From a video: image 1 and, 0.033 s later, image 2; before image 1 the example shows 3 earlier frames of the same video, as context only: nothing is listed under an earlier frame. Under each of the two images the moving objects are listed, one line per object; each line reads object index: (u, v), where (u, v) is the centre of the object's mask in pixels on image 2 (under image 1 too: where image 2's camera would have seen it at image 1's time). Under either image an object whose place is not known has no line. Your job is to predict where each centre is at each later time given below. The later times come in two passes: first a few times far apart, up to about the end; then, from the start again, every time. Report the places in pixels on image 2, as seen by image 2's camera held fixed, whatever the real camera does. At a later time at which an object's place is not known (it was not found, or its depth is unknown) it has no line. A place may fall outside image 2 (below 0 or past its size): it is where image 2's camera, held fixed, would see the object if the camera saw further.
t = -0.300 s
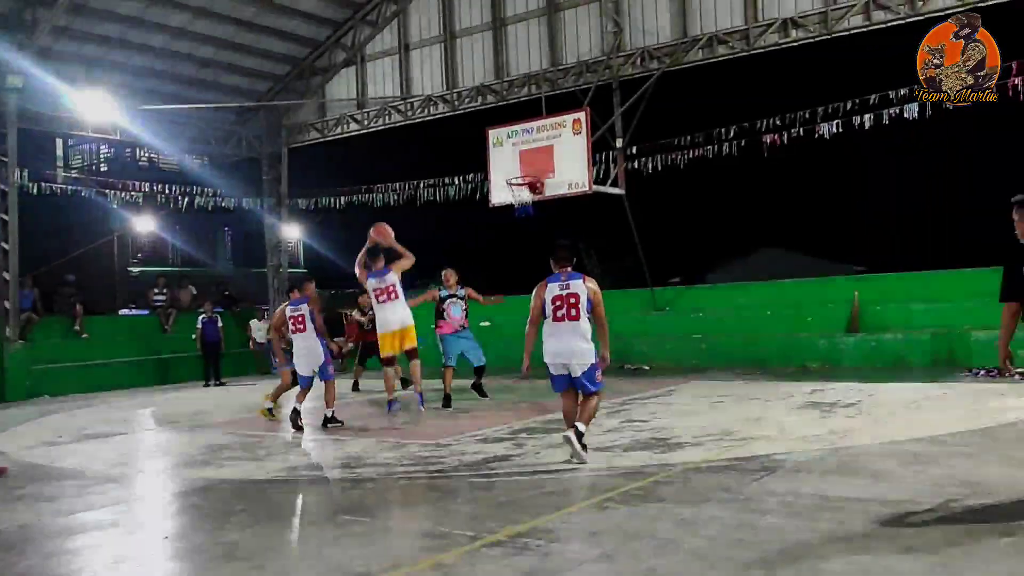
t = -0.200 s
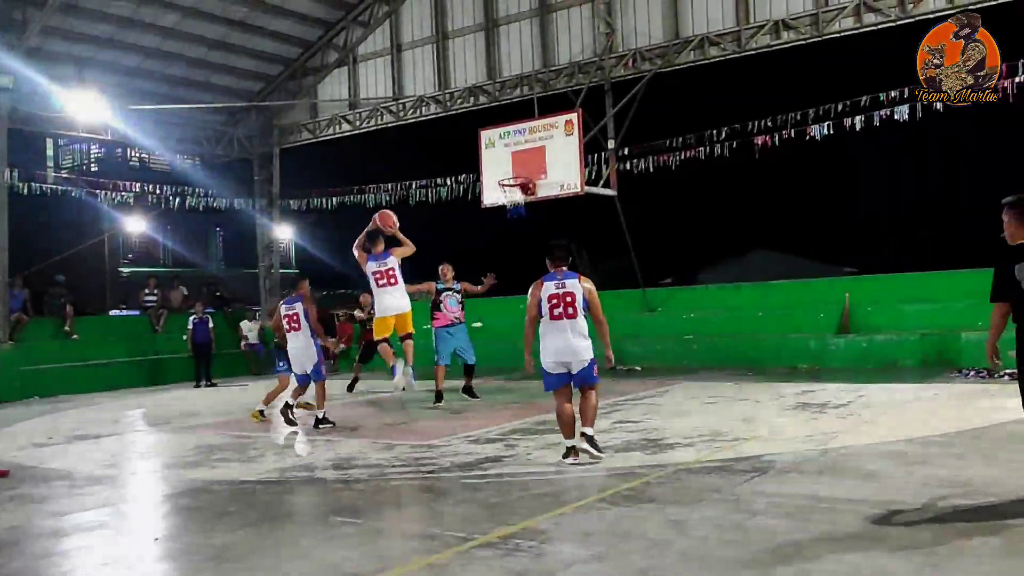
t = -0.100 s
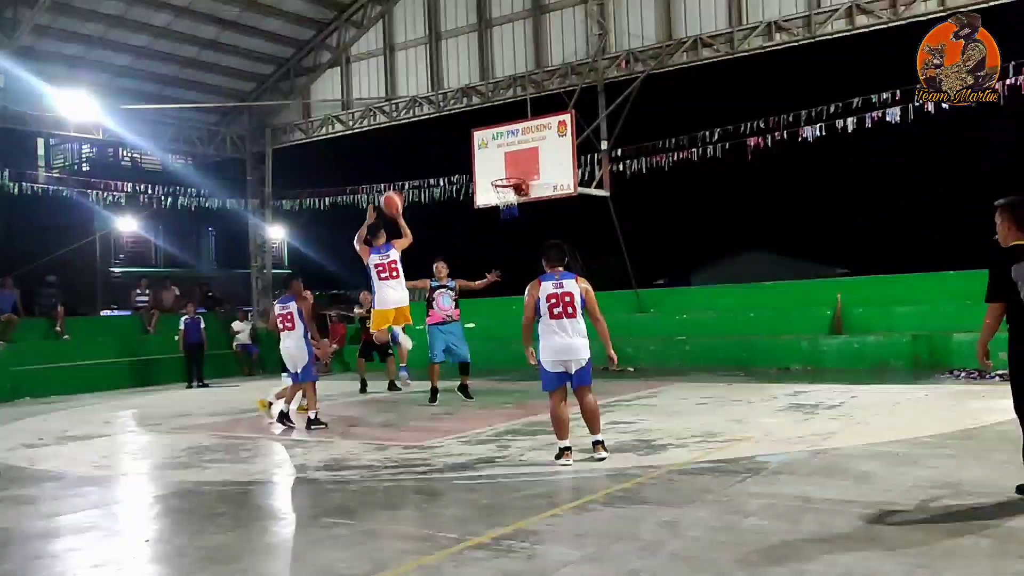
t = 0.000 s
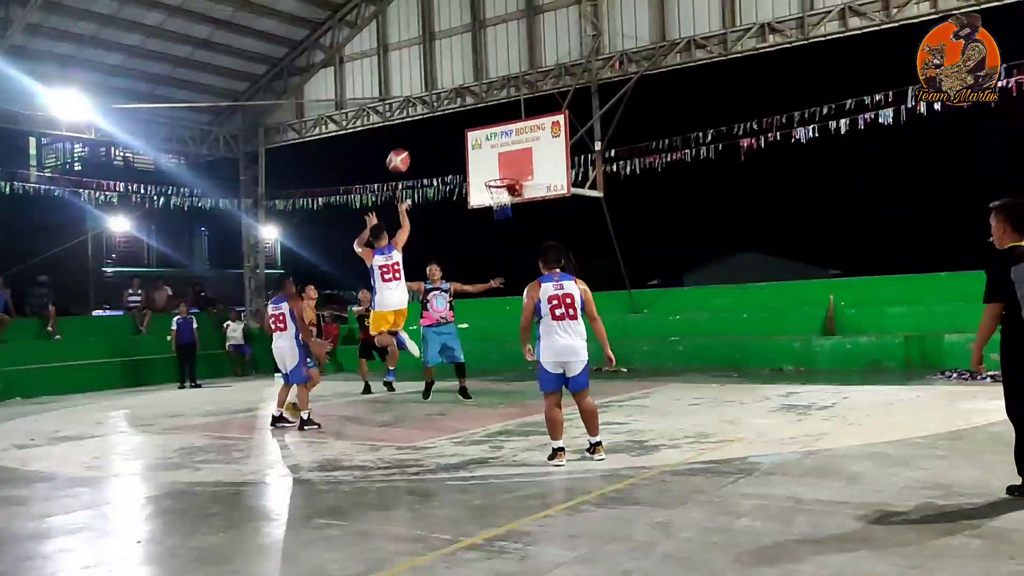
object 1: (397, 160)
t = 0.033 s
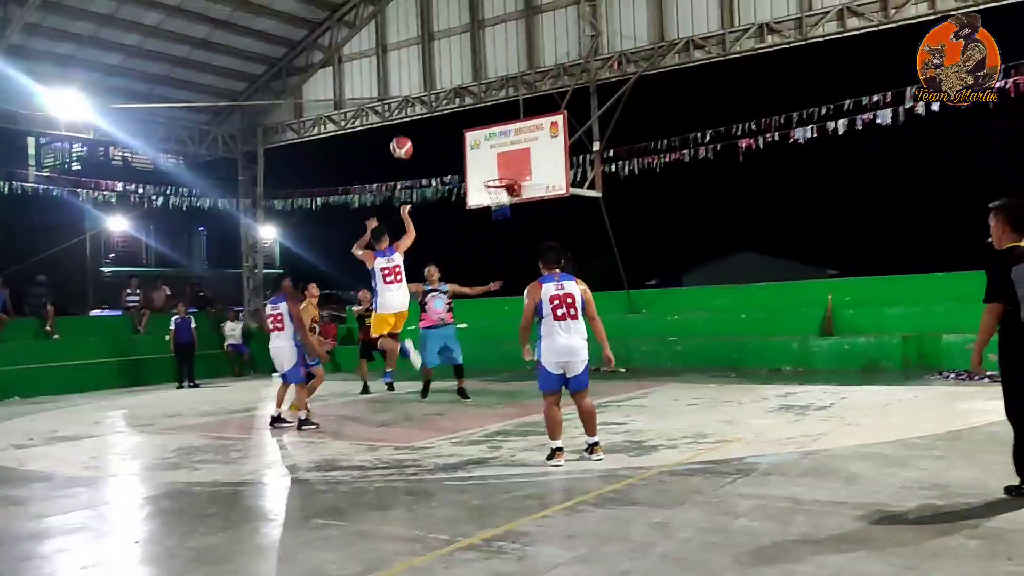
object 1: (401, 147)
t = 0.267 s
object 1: (430, 87)
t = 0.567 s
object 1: (466, 85)
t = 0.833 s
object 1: (493, 133)
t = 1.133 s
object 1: (488, 175)
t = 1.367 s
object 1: (492, 171)
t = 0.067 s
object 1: (406, 135)
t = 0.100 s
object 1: (410, 125)
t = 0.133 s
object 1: (413, 115)
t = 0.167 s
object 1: (418, 108)
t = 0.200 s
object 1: (423, 101)
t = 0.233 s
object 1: (427, 94)
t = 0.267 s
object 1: (430, 87)
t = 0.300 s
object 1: (435, 86)
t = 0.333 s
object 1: (440, 82)
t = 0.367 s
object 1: (444, 80)
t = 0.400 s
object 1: (449, 79)
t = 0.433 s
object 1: (452, 77)
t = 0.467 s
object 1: (455, 78)
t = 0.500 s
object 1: (459, 80)
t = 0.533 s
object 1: (462, 82)
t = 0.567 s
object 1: (466, 85)
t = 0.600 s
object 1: (469, 88)
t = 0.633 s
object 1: (473, 92)
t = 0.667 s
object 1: (476, 97)
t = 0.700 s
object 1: (479, 103)
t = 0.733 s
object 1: (483, 110)
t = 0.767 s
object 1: (486, 117)
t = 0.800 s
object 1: (489, 124)
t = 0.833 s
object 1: (493, 133)
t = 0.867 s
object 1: (497, 143)
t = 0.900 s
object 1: (500, 153)
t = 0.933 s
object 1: (504, 163)
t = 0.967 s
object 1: (507, 173)
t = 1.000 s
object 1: (502, 175)
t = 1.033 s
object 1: (496, 181)
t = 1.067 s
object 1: (493, 178)
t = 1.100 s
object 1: (488, 177)
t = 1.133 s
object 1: (488, 175)
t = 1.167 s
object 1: (490, 173)
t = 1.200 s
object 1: (491, 172)
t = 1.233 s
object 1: (491, 170)
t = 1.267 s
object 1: (491, 169)
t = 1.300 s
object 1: (491, 169)
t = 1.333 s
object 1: (491, 170)
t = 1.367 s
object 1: (492, 171)
